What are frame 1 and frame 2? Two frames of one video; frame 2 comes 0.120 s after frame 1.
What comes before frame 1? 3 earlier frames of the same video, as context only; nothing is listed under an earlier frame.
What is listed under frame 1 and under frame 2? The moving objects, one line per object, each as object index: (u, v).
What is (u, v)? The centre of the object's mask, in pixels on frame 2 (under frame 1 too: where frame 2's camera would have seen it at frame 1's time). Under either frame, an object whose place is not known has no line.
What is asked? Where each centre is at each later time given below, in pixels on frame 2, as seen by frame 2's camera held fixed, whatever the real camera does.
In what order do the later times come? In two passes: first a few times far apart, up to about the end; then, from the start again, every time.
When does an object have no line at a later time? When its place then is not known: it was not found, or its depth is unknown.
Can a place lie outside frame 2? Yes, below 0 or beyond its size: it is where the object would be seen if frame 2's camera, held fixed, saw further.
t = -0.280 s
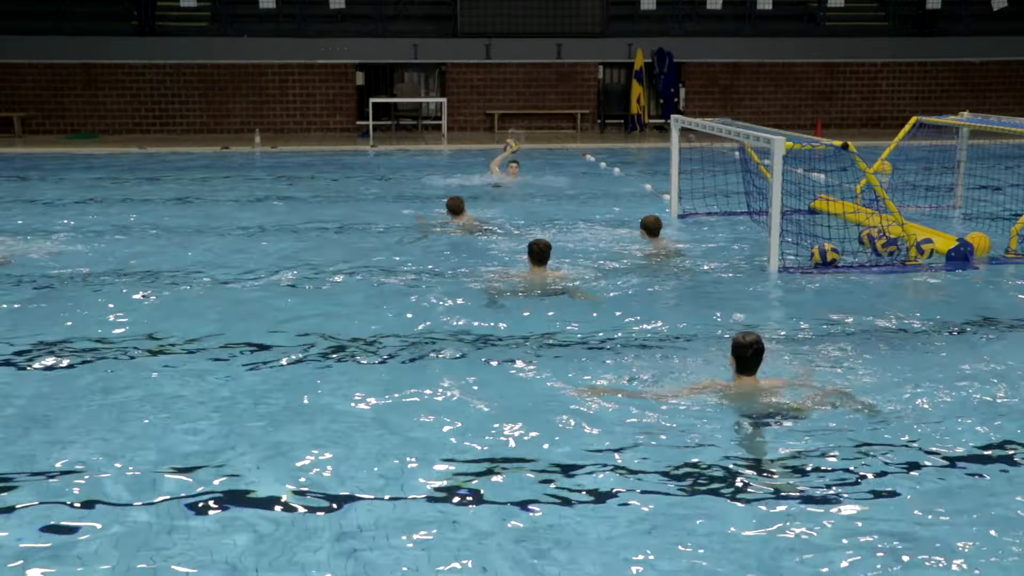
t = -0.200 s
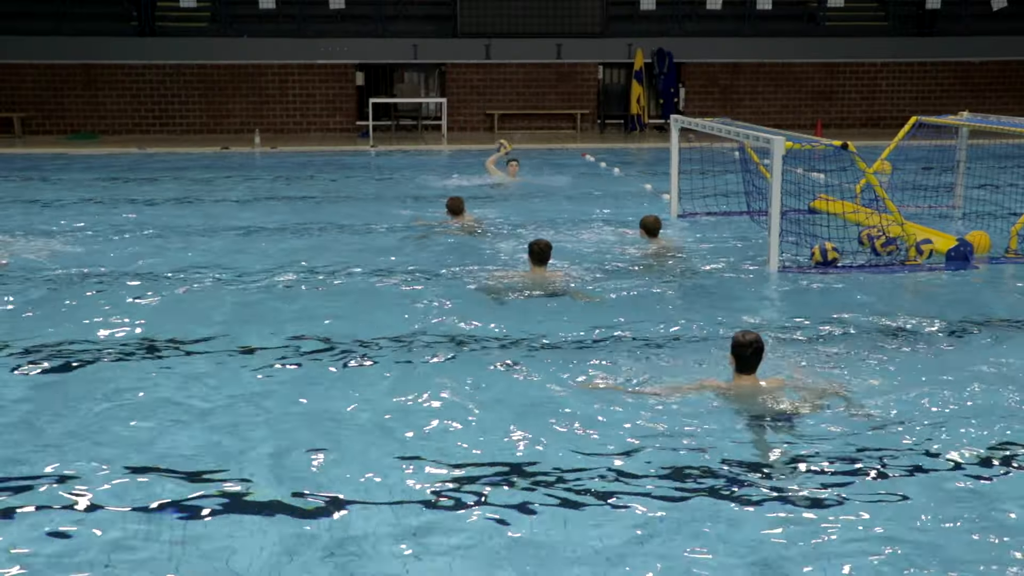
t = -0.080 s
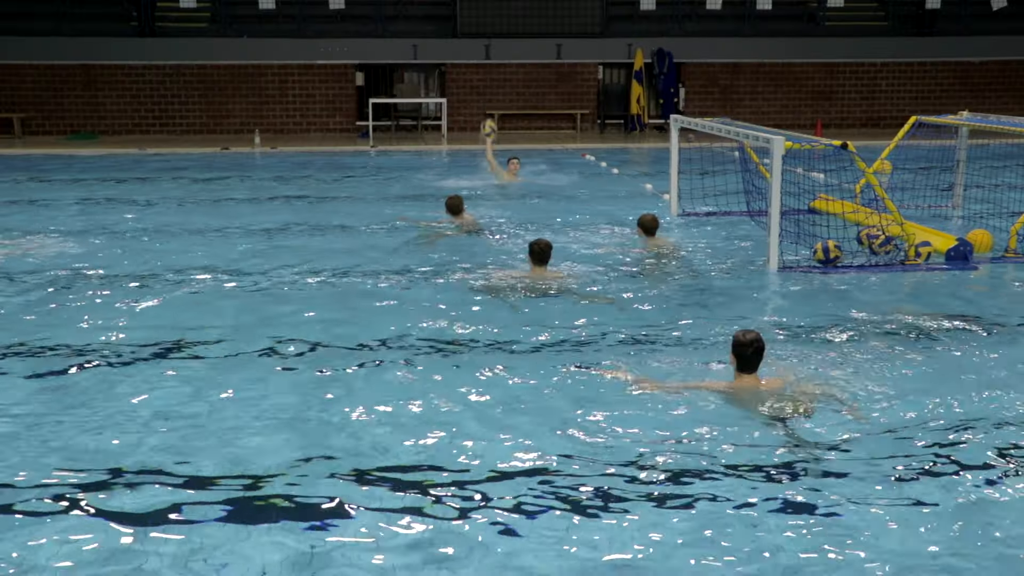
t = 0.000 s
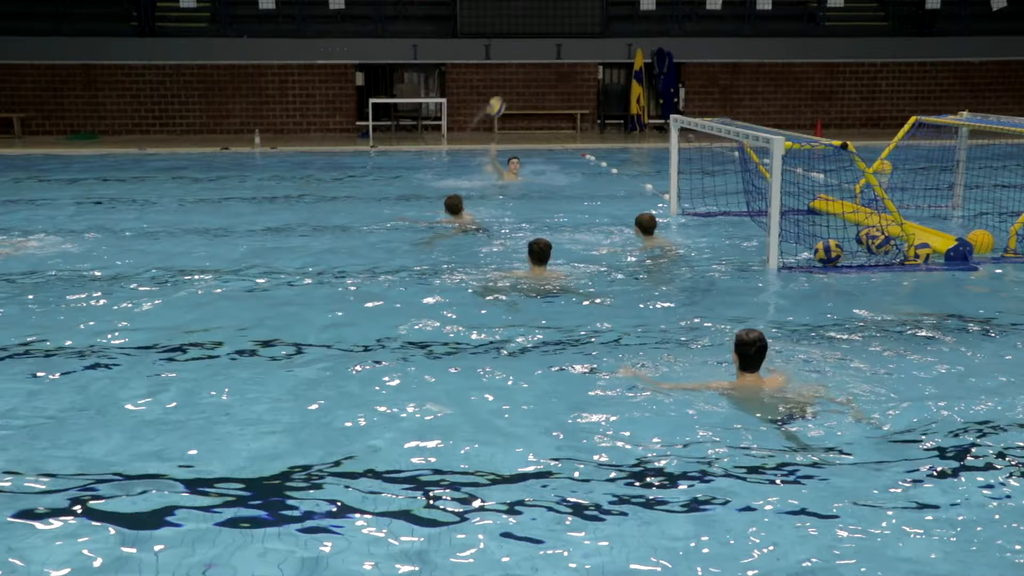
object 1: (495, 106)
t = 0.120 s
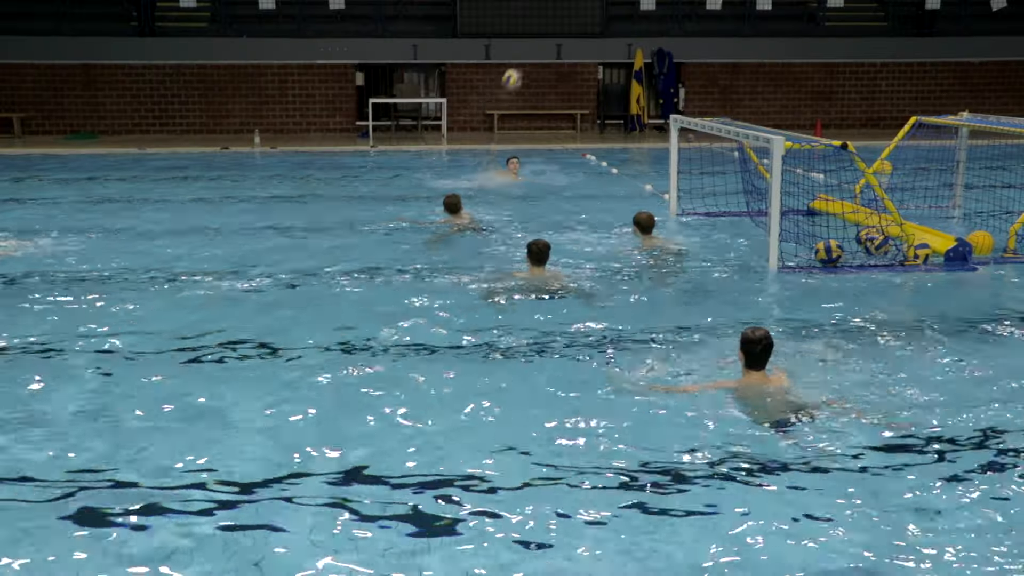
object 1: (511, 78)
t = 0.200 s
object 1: (525, 64)
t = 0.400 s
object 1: (563, 47)
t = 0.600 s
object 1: (618, 81)
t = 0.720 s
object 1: (665, 131)
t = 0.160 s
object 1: (518, 72)
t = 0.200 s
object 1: (525, 64)
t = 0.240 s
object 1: (532, 58)
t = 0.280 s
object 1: (539, 54)
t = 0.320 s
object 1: (547, 49)
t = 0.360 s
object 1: (555, 47)
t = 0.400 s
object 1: (563, 47)
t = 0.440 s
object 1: (573, 49)
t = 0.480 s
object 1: (583, 54)
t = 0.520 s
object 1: (594, 60)
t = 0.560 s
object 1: (607, 70)
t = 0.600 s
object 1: (618, 81)
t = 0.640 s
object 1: (633, 95)
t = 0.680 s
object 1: (650, 113)
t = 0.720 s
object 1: (665, 131)
